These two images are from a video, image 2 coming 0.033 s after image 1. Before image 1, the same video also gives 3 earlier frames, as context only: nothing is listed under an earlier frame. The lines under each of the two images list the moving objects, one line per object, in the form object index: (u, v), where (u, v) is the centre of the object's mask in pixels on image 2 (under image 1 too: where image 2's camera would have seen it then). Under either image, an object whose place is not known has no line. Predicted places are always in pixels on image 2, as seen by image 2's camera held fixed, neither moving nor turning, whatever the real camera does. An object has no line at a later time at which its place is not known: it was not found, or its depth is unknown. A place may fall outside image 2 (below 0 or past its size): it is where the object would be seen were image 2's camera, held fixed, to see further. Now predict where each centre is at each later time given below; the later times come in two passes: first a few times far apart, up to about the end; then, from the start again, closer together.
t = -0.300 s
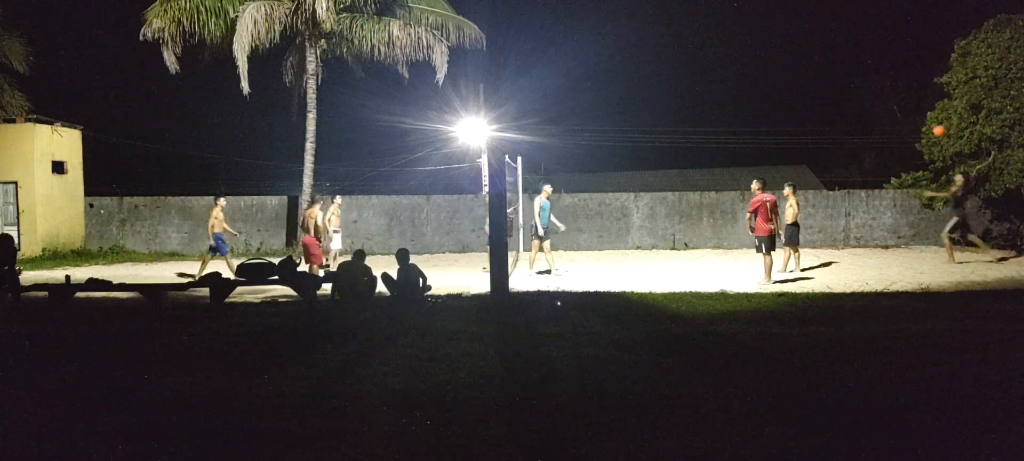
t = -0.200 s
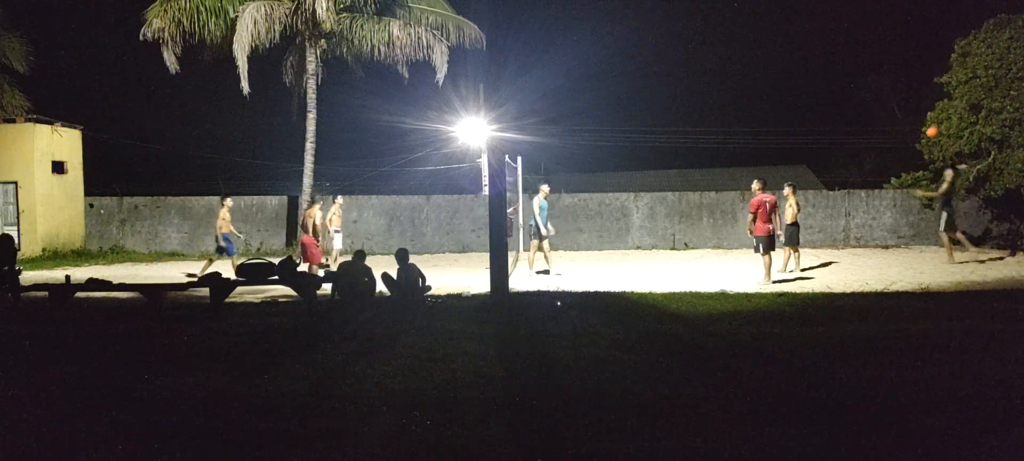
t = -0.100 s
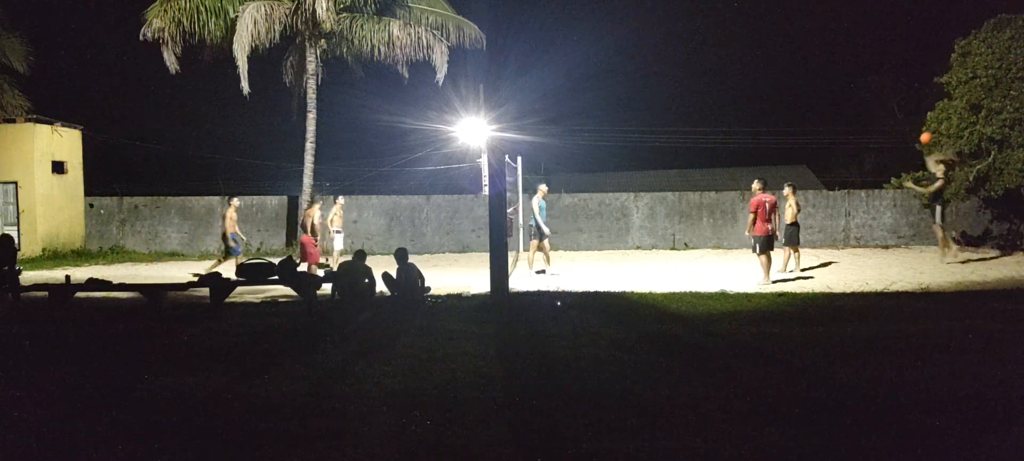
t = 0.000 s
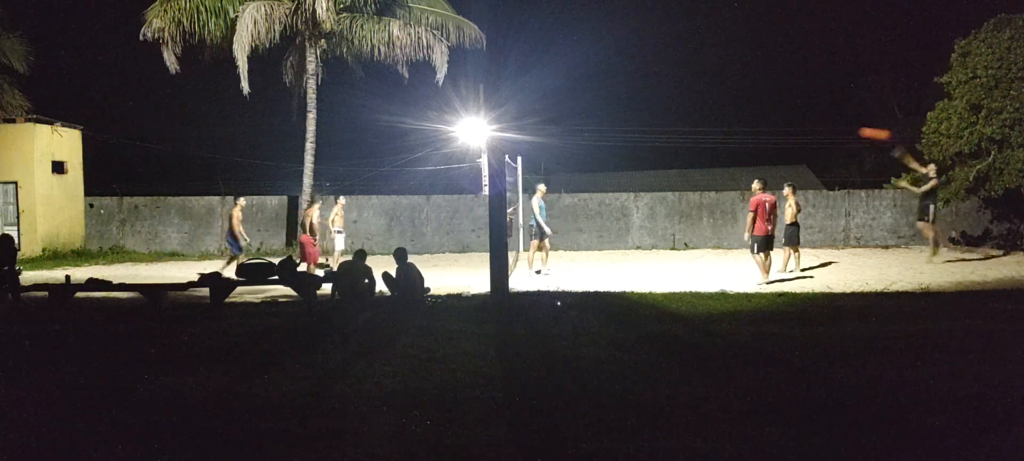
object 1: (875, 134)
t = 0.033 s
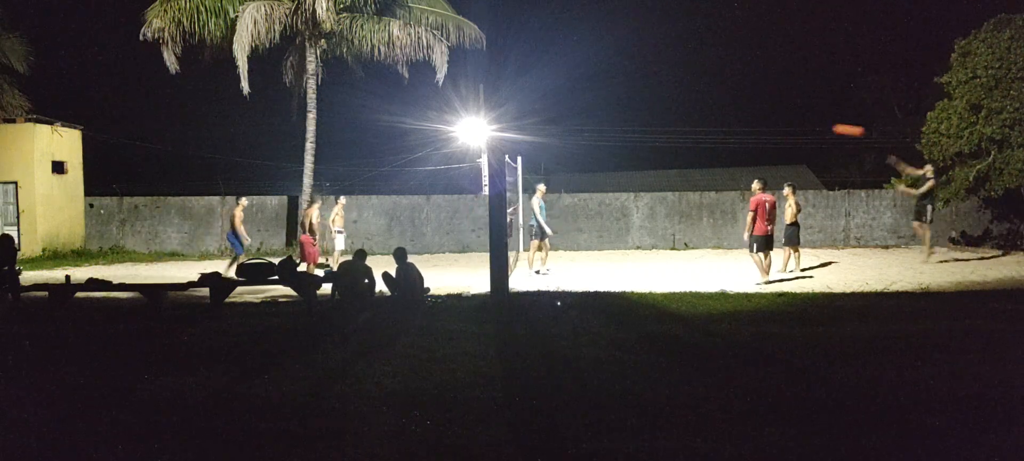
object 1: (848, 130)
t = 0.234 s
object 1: (699, 120)
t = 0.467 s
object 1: (542, 131)
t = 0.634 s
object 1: (440, 156)
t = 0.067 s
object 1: (823, 127)
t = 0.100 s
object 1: (797, 125)
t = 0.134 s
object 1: (772, 123)
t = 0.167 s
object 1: (747, 121)
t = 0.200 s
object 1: (723, 120)
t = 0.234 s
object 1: (699, 120)
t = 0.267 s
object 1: (676, 120)
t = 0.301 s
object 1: (653, 120)
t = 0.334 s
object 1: (629, 121)
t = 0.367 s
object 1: (607, 123)
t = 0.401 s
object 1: (585, 125)
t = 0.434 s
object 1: (563, 127)
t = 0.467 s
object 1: (542, 131)
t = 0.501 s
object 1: (522, 135)
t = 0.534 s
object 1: (508, 138)
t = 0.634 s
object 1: (440, 156)
